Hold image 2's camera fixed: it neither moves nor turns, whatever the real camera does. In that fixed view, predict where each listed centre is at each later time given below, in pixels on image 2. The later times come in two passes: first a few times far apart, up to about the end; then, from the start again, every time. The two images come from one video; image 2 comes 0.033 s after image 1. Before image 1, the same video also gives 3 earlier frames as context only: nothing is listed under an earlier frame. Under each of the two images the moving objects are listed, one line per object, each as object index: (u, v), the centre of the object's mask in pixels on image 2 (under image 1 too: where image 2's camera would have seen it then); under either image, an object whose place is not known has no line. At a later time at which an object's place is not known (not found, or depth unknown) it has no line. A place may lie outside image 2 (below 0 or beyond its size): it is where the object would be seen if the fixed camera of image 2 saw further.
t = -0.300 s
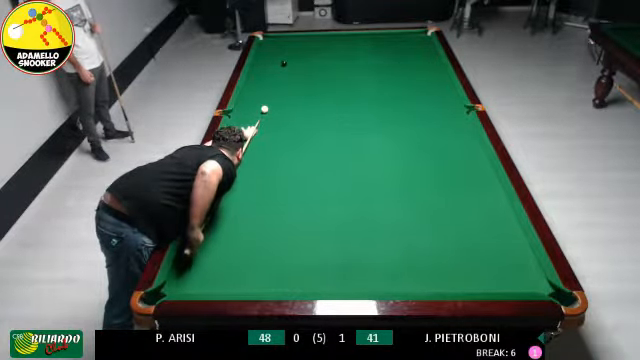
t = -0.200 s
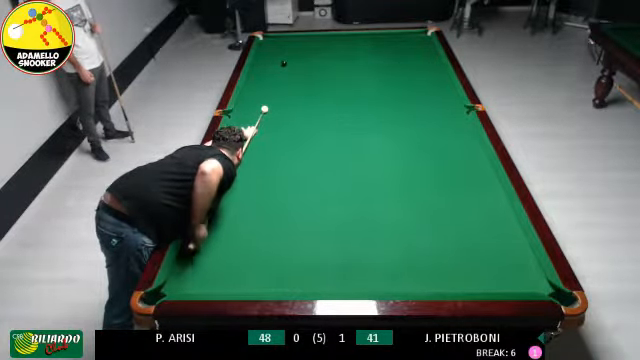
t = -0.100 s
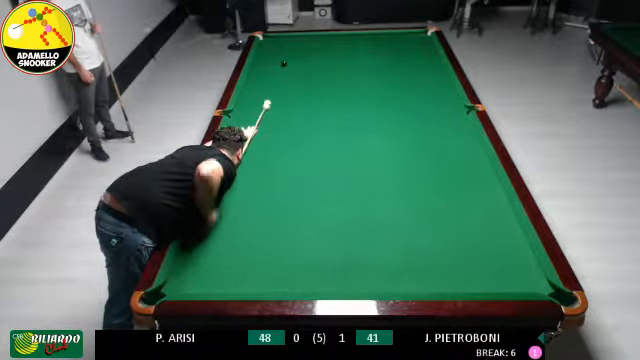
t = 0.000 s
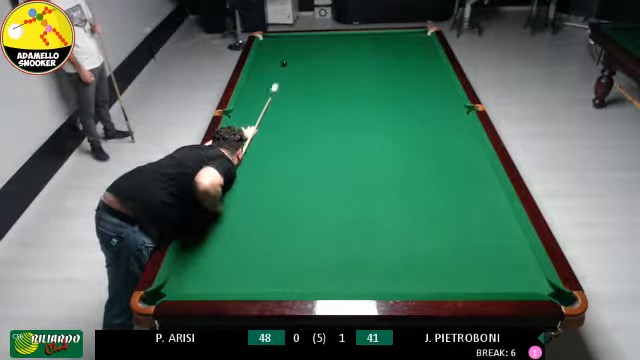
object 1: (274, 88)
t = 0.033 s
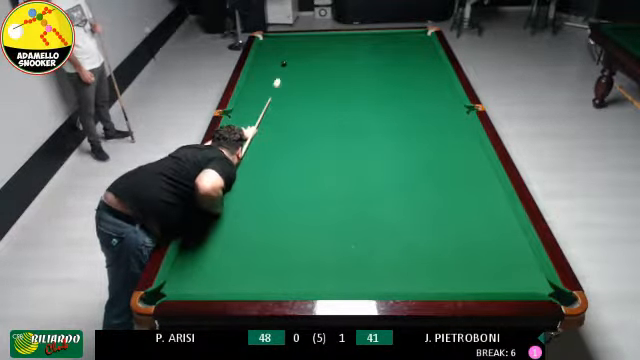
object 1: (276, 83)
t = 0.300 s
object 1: (298, 61)
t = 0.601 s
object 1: (324, 51)
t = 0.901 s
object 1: (347, 40)
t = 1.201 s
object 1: (366, 35)
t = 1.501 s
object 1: (383, 40)
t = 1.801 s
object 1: (399, 45)
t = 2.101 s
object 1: (415, 50)
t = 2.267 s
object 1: (424, 53)
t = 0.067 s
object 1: (278, 78)
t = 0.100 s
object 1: (281, 74)
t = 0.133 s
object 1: (282, 70)
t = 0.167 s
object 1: (285, 66)
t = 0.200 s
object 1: (288, 64)
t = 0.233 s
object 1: (291, 63)
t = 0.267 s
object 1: (295, 62)
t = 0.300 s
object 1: (298, 61)
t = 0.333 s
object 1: (301, 61)
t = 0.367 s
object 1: (304, 59)
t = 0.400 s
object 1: (307, 58)
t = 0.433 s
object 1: (310, 57)
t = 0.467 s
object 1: (313, 56)
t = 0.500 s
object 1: (316, 55)
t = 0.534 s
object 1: (319, 53)
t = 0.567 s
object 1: (322, 52)
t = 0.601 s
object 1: (324, 51)
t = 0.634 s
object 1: (327, 50)
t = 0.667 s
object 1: (330, 48)
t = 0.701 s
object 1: (332, 48)
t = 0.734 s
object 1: (335, 46)
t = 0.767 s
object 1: (338, 45)
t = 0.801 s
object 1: (340, 44)
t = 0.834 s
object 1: (343, 43)
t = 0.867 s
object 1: (345, 42)
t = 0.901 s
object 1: (347, 40)
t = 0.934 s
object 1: (350, 39)
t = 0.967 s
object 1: (352, 39)
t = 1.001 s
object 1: (354, 37)
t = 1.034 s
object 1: (357, 36)
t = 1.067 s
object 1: (359, 35)
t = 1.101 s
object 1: (361, 34)
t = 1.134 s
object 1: (363, 34)
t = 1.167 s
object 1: (364, 34)
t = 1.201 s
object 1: (366, 35)
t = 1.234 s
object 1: (368, 36)
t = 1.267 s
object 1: (370, 36)
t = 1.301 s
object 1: (372, 37)
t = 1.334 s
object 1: (373, 38)
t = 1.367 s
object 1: (375, 38)
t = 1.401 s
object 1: (377, 38)
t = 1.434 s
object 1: (379, 39)
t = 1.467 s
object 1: (380, 40)
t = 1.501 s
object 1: (383, 40)
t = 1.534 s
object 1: (384, 41)
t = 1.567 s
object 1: (386, 41)
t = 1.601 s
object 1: (388, 42)
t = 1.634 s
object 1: (389, 43)
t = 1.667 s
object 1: (392, 43)
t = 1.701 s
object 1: (393, 43)
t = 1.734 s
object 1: (395, 44)
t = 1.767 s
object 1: (397, 44)
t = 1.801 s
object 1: (399, 45)
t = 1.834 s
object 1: (401, 46)
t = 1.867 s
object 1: (402, 46)
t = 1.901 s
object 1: (404, 47)
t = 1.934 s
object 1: (406, 48)
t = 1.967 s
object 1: (407, 48)
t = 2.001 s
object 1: (409, 48)
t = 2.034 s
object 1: (411, 49)
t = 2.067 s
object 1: (413, 49)
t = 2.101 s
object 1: (415, 50)
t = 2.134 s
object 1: (417, 51)
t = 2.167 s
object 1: (419, 52)
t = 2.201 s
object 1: (420, 52)
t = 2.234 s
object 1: (422, 53)
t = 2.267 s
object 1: (424, 53)
